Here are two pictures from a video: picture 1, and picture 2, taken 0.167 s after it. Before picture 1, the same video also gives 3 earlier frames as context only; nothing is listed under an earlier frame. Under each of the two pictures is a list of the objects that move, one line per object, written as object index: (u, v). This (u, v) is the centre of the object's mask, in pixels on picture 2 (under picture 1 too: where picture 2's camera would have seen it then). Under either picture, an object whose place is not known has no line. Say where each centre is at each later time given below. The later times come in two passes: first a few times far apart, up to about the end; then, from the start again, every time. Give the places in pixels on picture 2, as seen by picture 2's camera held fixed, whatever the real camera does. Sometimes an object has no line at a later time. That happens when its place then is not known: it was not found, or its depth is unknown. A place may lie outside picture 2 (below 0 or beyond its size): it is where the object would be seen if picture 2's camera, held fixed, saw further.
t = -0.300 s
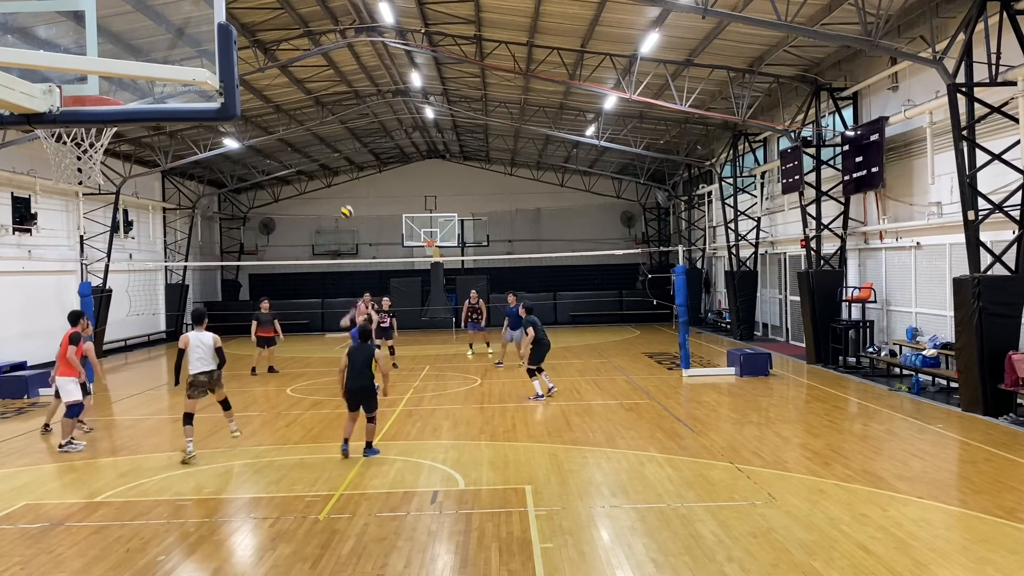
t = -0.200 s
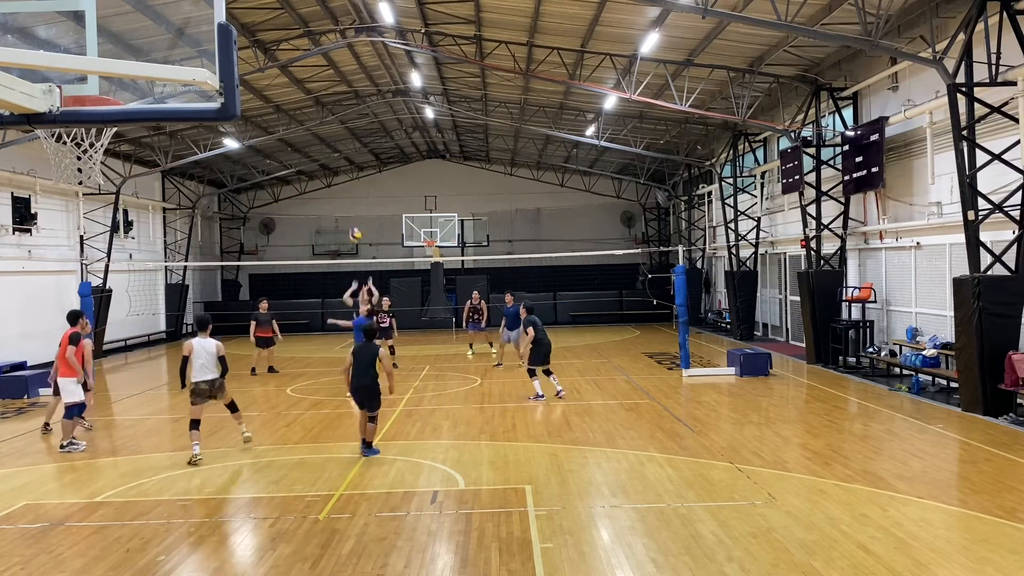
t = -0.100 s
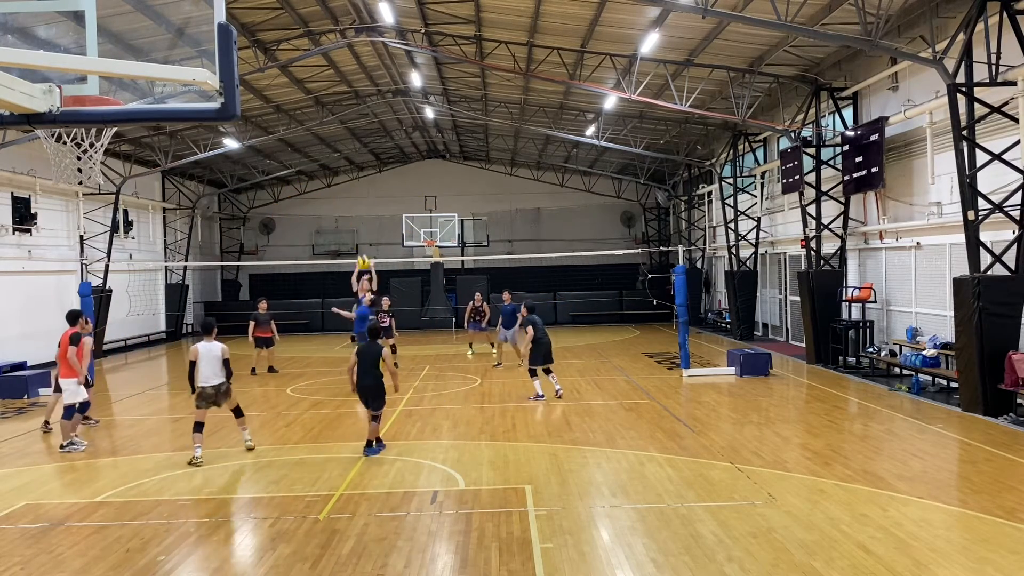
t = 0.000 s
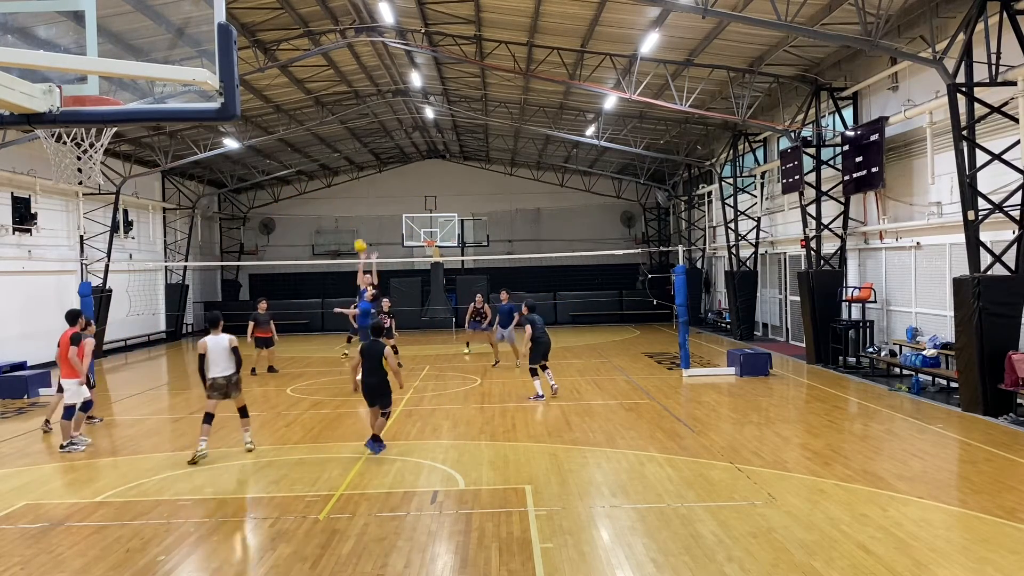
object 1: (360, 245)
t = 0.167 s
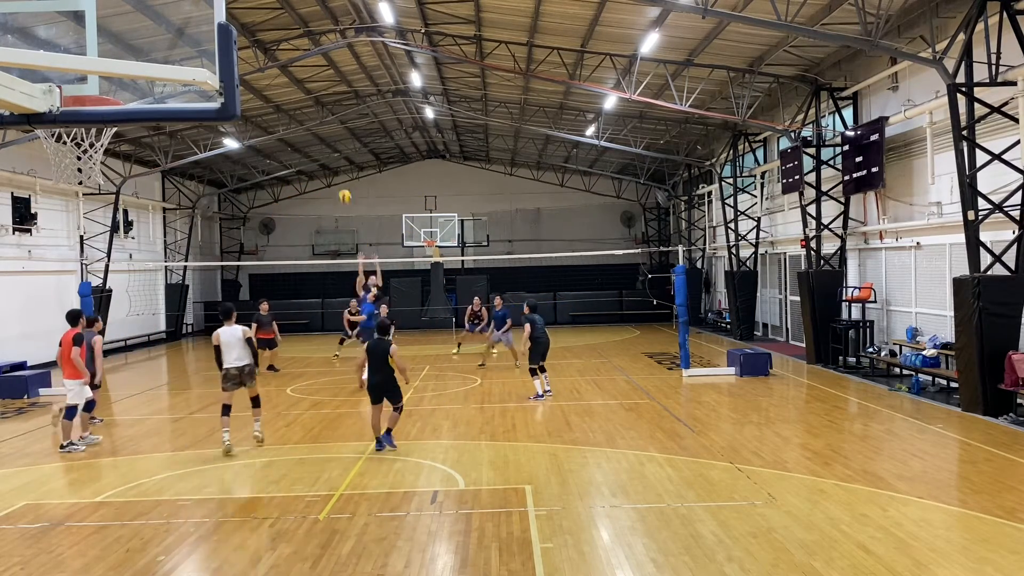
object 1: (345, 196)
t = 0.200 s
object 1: (342, 188)
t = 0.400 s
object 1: (326, 153)
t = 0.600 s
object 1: (311, 139)
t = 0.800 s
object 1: (297, 147)
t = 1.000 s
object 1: (285, 174)
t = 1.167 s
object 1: (274, 211)
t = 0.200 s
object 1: (342, 188)
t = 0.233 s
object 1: (339, 181)
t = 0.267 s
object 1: (336, 174)
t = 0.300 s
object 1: (334, 168)
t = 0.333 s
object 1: (331, 163)
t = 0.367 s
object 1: (328, 158)
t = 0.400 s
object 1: (326, 153)
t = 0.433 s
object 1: (323, 149)
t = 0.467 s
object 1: (320, 146)
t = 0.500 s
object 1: (318, 144)
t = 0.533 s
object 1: (316, 142)
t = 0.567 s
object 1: (314, 141)
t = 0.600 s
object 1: (311, 139)
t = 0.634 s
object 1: (309, 139)
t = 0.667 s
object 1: (306, 139)
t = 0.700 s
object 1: (304, 141)
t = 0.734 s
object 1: (301, 142)
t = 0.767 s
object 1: (299, 144)
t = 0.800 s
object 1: (297, 147)
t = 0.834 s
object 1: (295, 150)
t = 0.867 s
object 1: (293, 154)
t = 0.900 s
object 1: (291, 157)
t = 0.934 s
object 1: (289, 163)
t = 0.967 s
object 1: (287, 168)
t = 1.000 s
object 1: (285, 174)
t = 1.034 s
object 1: (283, 181)
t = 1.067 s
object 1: (281, 187)
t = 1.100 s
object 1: (279, 195)
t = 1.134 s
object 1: (277, 203)
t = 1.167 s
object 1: (274, 211)
